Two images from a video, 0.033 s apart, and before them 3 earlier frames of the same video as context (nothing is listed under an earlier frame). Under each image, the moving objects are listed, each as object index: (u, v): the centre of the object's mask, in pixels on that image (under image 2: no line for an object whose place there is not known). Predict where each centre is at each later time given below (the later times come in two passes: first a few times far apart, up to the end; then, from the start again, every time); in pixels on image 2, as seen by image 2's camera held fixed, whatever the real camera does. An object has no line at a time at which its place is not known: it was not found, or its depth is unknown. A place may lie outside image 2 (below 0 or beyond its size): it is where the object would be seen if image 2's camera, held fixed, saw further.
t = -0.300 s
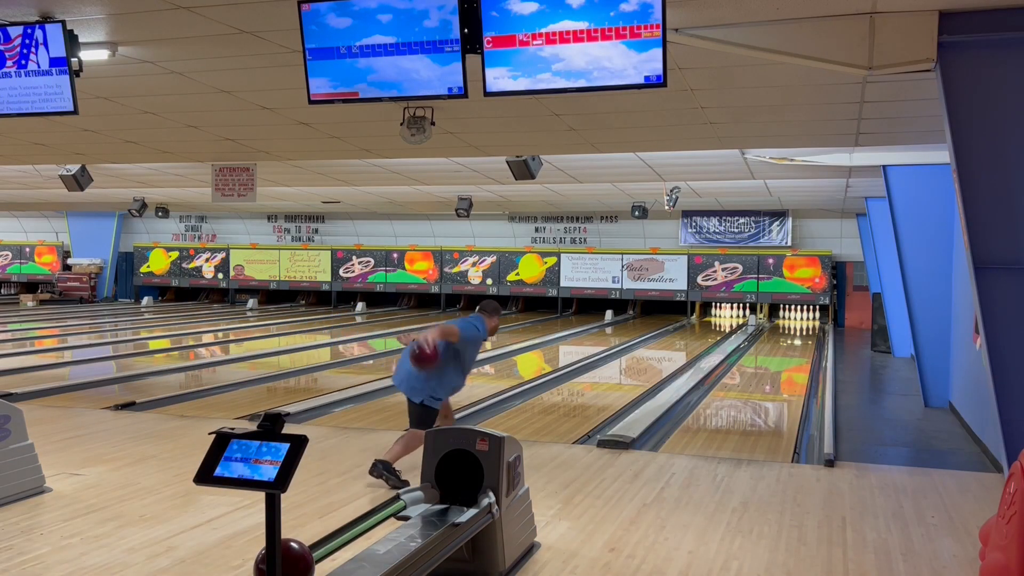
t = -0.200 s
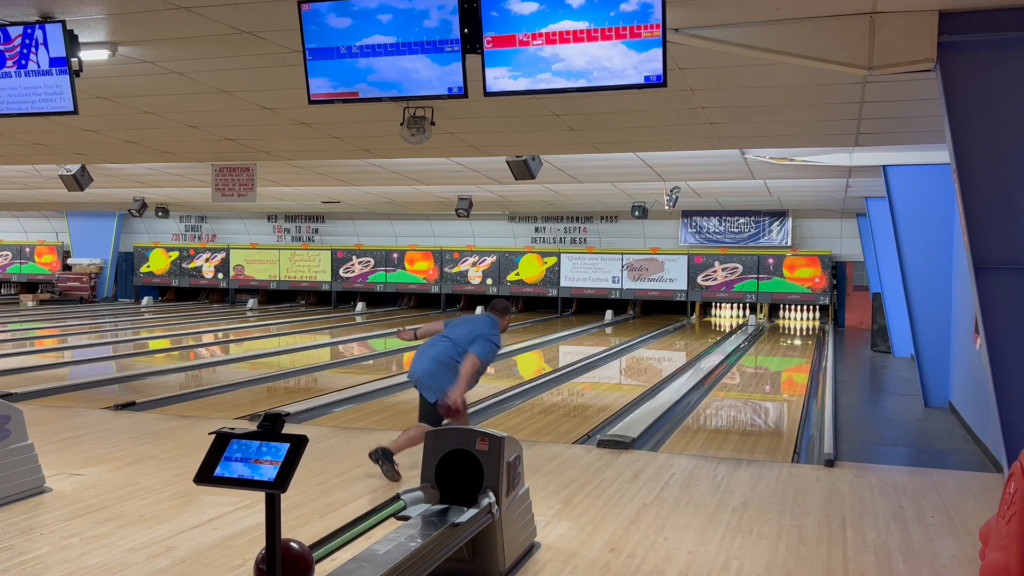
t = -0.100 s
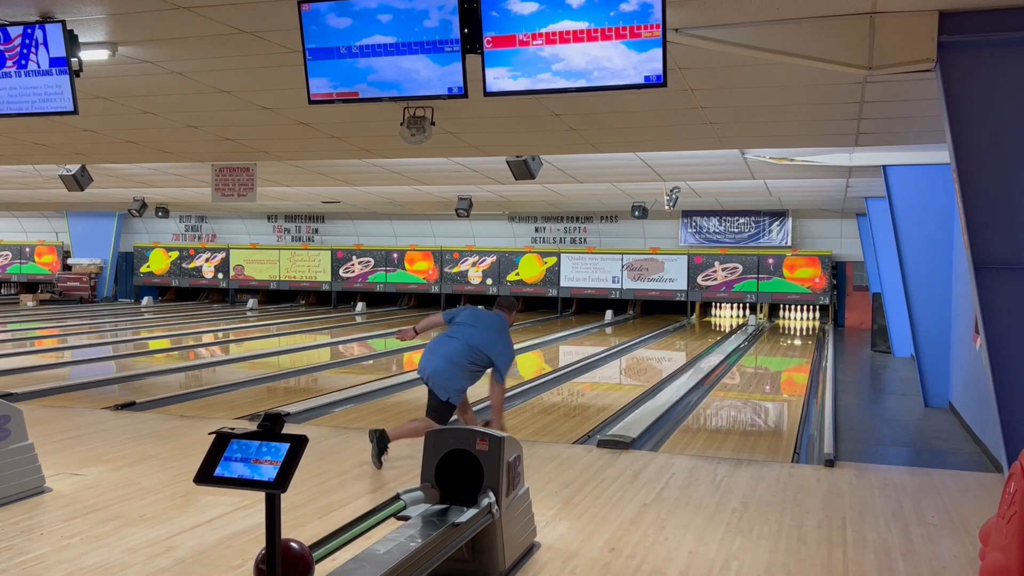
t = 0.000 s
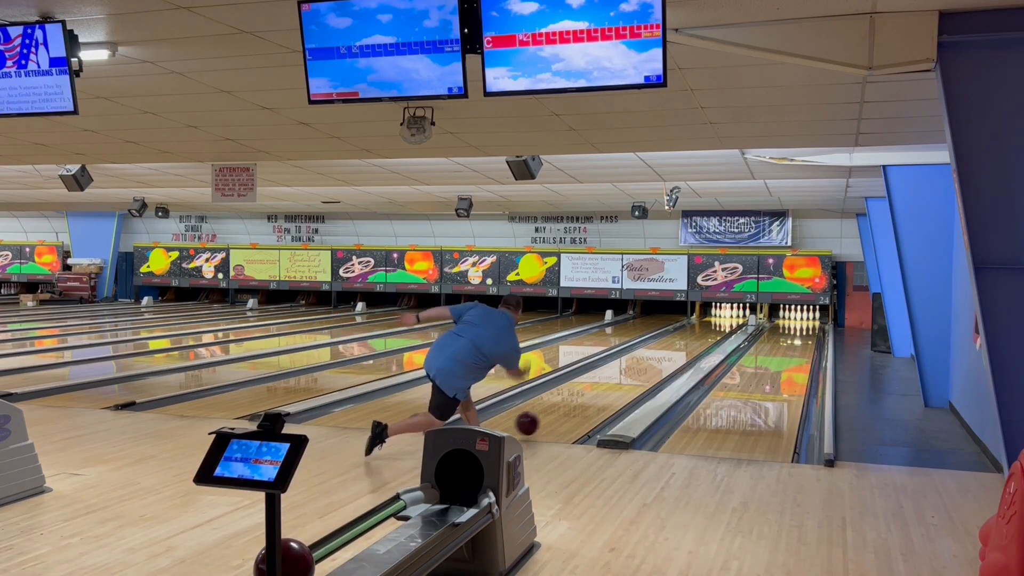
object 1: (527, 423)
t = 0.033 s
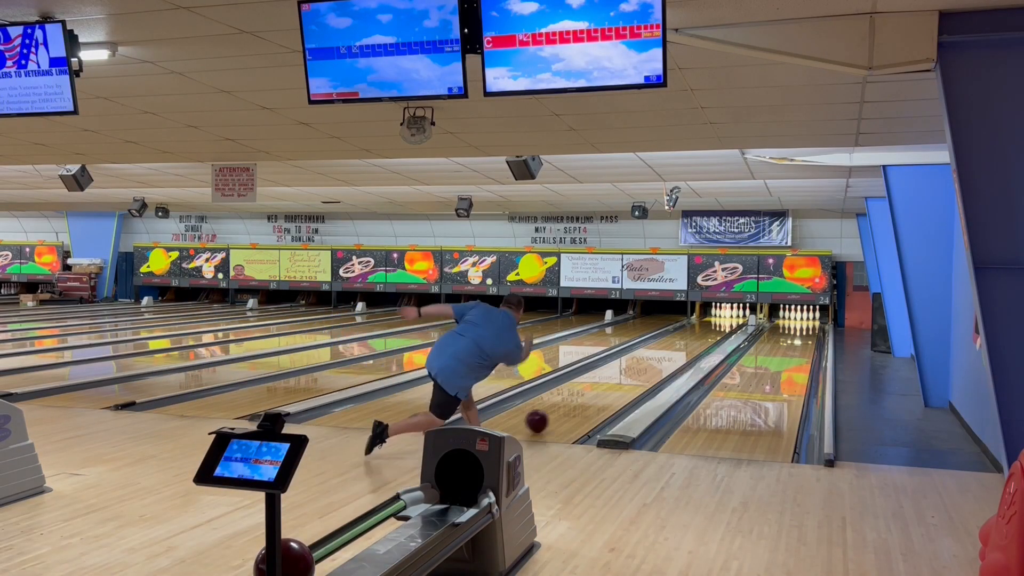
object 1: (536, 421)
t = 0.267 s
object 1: (592, 393)
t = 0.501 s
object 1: (629, 374)
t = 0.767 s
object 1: (661, 358)
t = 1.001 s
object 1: (682, 347)
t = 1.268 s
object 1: (699, 337)
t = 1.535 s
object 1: (713, 330)
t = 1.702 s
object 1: (719, 325)
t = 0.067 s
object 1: (546, 416)
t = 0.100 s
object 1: (554, 411)
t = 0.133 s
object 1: (563, 407)
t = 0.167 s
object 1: (571, 403)
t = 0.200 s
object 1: (578, 400)
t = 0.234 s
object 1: (585, 396)
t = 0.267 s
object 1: (592, 393)
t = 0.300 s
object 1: (597, 390)
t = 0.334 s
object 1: (604, 386)
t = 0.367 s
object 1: (609, 384)
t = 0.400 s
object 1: (615, 381)
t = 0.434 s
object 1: (620, 378)
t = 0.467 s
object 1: (625, 376)
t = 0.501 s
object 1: (629, 374)
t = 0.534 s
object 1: (634, 371)
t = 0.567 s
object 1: (638, 369)
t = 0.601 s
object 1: (642, 367)
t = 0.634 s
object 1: (646, 365)
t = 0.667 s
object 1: (650, 363)
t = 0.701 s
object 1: (654, 361)
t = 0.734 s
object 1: (657, 359)
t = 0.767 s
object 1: (661, 358)
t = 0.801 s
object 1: (664, 356)
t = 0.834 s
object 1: (667, 354)
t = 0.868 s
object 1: (670, 353)
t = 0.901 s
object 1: (673, 351)
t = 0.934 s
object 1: (676, 350)
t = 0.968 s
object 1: (679, 349)
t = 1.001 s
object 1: (682, 347)
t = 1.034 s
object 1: (684, 346)
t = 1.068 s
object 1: (686, 344)
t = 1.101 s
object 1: (689, 343)
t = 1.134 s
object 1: (691, 342)
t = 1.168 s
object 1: (693, 341)
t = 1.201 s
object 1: (696, 339)
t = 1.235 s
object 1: (698, 338)
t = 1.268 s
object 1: (699, 337)
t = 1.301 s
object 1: (701, 336)
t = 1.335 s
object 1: (703, 335)
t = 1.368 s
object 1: (705, 335)
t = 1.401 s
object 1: (707, 334)
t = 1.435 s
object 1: (708, 333)
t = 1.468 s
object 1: (709, 332)
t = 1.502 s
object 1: (712, 331)
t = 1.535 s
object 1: (713, 330)
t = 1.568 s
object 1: (714, 329)
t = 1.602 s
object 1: (716, 328)
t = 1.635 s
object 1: (717, 327)
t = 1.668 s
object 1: (718, 326)
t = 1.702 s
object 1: (719, 325)
